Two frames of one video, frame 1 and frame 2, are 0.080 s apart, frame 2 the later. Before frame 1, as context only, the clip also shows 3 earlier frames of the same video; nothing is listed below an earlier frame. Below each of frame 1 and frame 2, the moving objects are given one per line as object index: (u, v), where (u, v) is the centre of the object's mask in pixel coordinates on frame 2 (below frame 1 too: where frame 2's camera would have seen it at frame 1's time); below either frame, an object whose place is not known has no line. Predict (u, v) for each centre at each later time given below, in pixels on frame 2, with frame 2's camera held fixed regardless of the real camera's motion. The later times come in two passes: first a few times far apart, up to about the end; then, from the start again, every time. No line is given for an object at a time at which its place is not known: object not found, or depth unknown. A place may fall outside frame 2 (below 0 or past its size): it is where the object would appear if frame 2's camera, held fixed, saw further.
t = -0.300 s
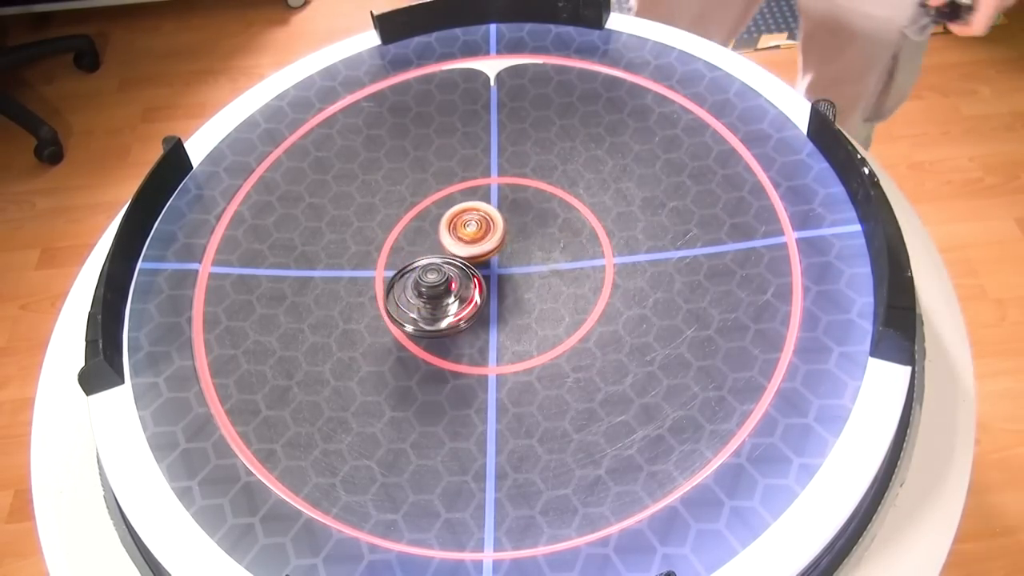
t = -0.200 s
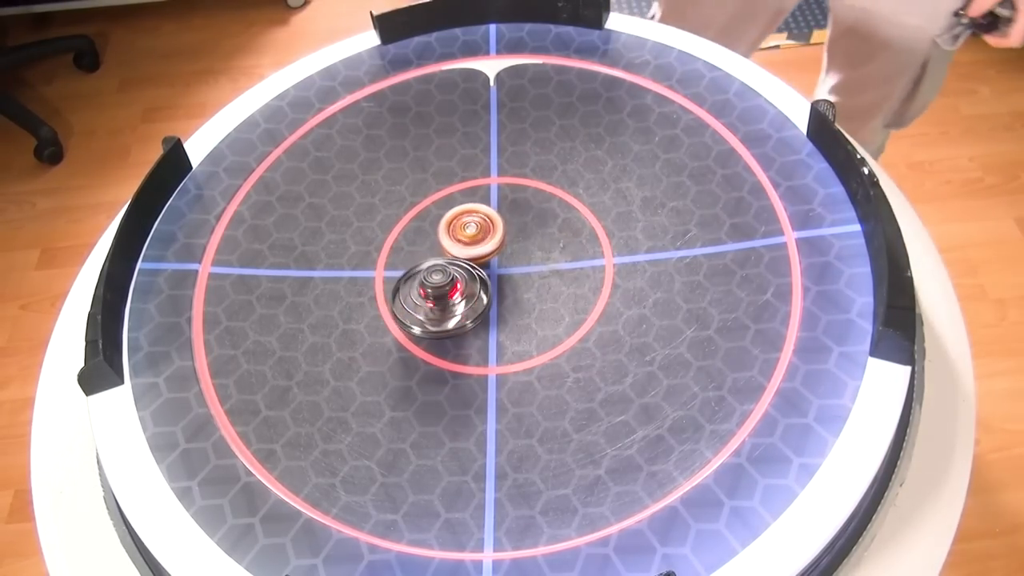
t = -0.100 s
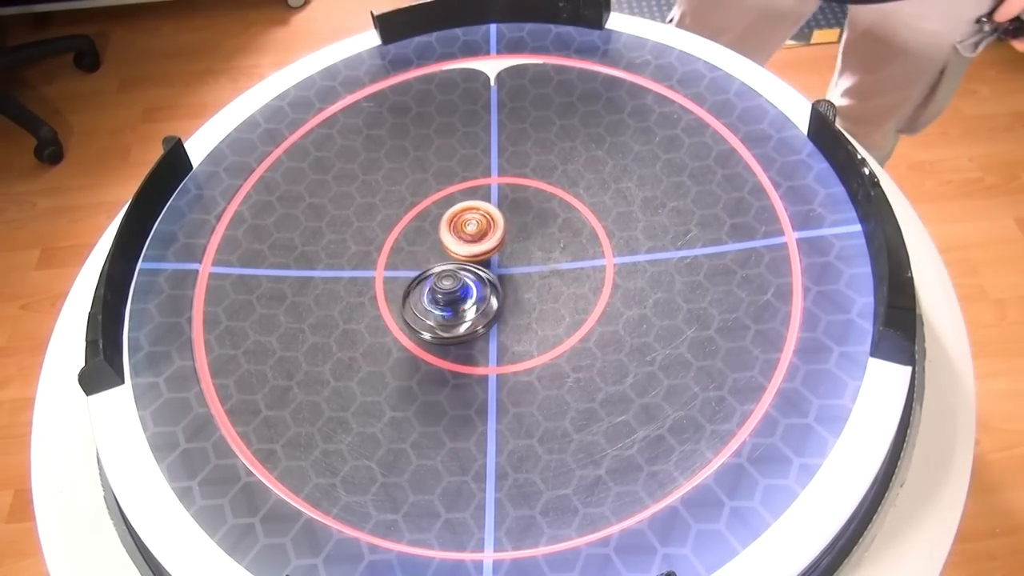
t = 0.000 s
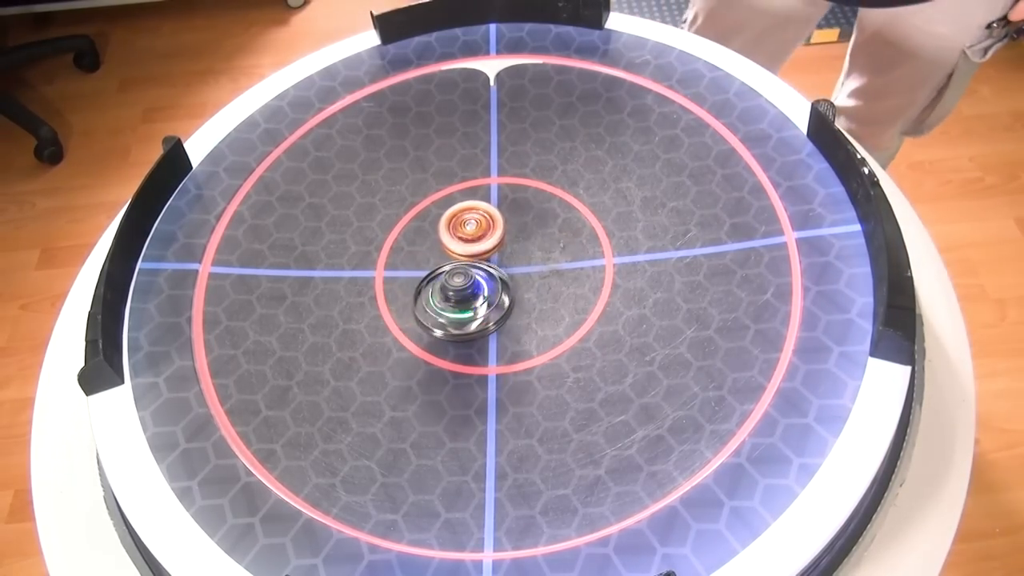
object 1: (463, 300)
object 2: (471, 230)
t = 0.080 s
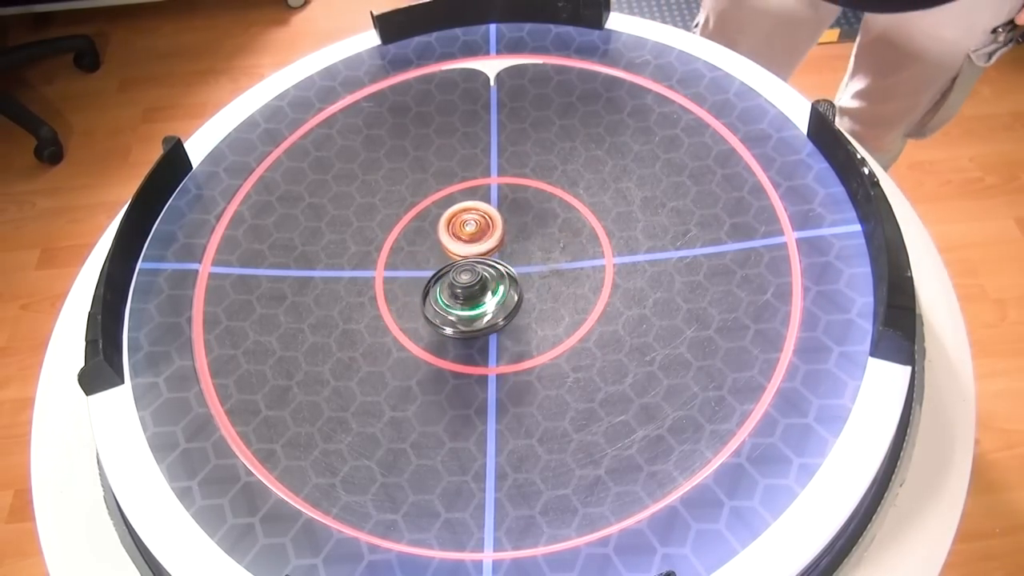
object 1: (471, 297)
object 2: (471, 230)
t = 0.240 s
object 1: (488, 295)
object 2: (468, 228)
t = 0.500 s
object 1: (508, 287)
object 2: (461, 231)
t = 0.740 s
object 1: (528, 274)
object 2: (451, 237)
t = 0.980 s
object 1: (538, 264)
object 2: (448, 251)
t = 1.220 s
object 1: (544, 260)
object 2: (454, 271)
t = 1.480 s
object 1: (564, 249)
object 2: (459, 282)
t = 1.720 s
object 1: (539, 241)
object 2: (463, 279)
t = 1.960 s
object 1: (515, 227)
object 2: (452, 278)
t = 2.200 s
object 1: (499, 210)
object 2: (438, 286)
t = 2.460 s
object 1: (476, 218)
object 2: (444, 288)
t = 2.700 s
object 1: (465, 218)
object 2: (458, 294)
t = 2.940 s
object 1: (459, 218)
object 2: (480, 286)
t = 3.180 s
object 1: (437, 208)
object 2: (497, 265)
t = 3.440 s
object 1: (421, 208)
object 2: (485, 249)
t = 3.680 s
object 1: (402, 213)
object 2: (475, 253)
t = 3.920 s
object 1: (406, 228)
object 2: (477, 265)
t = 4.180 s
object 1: (412, 252)
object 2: (503, 270)
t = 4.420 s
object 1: (430, 261)
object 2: (522, 253)
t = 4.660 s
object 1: (436, 277)
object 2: (517, 228)
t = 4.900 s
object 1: (453, 293)
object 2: (484, 222)
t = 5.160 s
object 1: (479, 299)
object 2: (452, 235)
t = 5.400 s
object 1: (509, 296)
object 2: (434, 246)
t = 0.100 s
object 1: (474, 298)
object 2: (470, 230)
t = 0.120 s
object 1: (476, 298)
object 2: (470, 229)
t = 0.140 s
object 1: (477, 297)
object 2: (470, 229)
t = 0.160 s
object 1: (479, 297)
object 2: (470, 229)
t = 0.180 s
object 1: (481, 296)
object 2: (470, 229)
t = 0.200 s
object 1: (483, 296)
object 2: (469, 229)
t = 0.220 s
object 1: (486, 296)
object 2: (469, 228)
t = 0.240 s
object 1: (488, 295)
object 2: (468, 228)
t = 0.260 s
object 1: (490, 294)
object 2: (468, 228)
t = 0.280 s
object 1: (492, 293)
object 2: (467, 228)
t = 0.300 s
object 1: (494, 292)
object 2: (467, 229)
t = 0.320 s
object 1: (495, 291)
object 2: (466, 229)
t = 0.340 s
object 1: (496, 290)
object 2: (466, 229)
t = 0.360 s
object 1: (498, 290)
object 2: (465, 229)
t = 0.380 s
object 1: (500, 289)
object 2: (465, 229)
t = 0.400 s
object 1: (502, 288)
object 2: (464, 229)
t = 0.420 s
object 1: (503, 288)
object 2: (463, 230)
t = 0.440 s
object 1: (504, 287)
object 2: (463, 230)
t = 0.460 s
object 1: (505, 286)
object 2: (462, 230)
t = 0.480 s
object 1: (507, 286)
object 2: (461, 231)
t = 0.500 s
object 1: (508, 287)
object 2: (461, 231)
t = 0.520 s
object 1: (510, 287)
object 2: (460, 231)
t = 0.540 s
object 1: (511, 286)
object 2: (459, 232)
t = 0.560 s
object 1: (512, 285)
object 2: (458, 232)
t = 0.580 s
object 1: (513, 284)
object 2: (458, 233)
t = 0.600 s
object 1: (514, 282)
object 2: (457, 233)
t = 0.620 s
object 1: (514, 281)
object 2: (456, 234)
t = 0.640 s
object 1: (516, 279)
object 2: (456, 234)
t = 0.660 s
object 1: (518, 278)
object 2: (455, 235)
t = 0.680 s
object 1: (521, 277)
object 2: (454, 236)
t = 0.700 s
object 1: (524, 276)
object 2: (453, 236)
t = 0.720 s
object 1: (526, 275)
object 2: (452, 237)
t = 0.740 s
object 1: (528, 274)
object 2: (451, 237)
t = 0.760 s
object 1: (529, 273)
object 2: (450, 238)
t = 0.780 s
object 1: (531, 272)
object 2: (450, 239)
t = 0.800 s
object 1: (531, 271)
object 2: (450, 239)
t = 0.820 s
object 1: (532, 270)
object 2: (449, 241)
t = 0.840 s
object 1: (532, 269)
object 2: (449, 242)
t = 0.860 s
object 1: (532, 268)
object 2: (449, 243)
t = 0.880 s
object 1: (532, 267)
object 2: (449, 244)
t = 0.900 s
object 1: (532, 266)
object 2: (450, 245)
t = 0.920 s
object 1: (531, 266)
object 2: (450, 247)
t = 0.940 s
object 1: (531, 265)
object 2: (450, 248)
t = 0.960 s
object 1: (534, 264)
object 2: (449, 249)
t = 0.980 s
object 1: (538, 264)
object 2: (448, 251)
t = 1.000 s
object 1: (541, 263)
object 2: (447, 253)
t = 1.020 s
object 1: (543, 262)
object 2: (446, 254)
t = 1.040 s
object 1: (545, 262)
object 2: (446, 256)
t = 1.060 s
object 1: (547, 262)
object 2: (445, 258)
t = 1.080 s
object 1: (547, 261)
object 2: (446, 260)
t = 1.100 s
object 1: (548, 261)
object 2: (446, 262)
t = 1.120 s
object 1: (548, 261)
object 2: (446, 263)
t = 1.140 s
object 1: (548, 260)
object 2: (447, 265)
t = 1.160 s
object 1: (548, 260)
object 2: (448, 267)
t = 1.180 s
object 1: (547, 261)
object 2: (450, 268)
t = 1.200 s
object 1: (545, 260)
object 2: (452, 270)
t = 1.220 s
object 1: (544, 260)
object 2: (454, 271)
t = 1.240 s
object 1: (542, 260)
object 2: (456, 272)
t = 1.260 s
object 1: (544, 260)
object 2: (457, 274)
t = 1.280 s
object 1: (549, 258)
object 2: (456, 275)
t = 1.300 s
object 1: (553, 256)
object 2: (456, 277)
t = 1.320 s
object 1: (556, 255)
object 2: (456, 278)
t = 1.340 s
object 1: (559, 254)
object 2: (456, 279)
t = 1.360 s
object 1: (561, 252)
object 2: (456, 279)
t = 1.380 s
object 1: (563, 252)
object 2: (456, 280)
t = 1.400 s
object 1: (564, 251)
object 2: (457, 281)
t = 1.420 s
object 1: (565, 250)
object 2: (458, 281)
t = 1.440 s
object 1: (565, 250)
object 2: (458, 282)
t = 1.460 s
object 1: (565, 249)
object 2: (459, 282)
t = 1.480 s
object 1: (564, 249)
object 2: (459, 282)
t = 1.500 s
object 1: (563, 248)
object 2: (460, 282)
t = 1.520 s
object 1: (561, 248)
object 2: (461, 282)
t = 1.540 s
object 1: (559, 248)
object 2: (462, 282)
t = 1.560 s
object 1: (557, 248)
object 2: (462, 282)
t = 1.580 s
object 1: (554, 248)
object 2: (463, 281)
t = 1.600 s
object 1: (551, 248)
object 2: (463, 280)
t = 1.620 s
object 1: (548, 249)
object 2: (464, 280)
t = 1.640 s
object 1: (545, 248)
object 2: (464, 280)
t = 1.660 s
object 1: (545, 246)
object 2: (464, 280)
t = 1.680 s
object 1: (544, 244)
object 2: (464, 280)
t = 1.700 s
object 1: (541, 243)
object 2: (463, 280)
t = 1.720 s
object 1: (539, 241)
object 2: (463, 279)
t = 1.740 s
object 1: (537, 239)
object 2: (461, 280)
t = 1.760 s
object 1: (536, 237)
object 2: (460, 280)
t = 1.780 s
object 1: (534, 236)
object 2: (459, 280)
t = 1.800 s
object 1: (533, 234)
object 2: (458, 280)
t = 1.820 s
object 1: (531, 233)
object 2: (458, 279)
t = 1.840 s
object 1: (528, 232)
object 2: (457, 279)
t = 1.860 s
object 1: (526, 230)
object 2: (456, 279)
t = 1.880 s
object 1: (524, 229)
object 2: (456, 279)
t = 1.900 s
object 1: (522, 228)
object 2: (455, 279)
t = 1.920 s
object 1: (519, 228)
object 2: (454, 279)
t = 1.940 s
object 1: (517, 227)
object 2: (454, 278)
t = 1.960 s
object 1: (515, 227)
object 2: (452, 278)
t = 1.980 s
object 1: (513, 225)
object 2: (452, 278)
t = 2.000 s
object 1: (513, 222)
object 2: (449, 279)
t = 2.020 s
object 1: (512, 219)
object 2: (447, 280)
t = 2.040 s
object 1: (512, 217)
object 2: (446, 280)
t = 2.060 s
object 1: (510, 215)
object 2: (444, 281)
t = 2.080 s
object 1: (509, 214)
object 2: (442, 282)
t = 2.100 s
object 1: (508, 213)
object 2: (441, 283)
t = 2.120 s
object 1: (506, 211)
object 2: (440, 284)
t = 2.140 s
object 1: (504, 211)
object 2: (440, 284)
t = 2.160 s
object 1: (502, 210)
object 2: (439, 285)
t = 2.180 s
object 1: (501, 210)
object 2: (438, 285)
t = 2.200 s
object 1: (499, 210)
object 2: (438, 286)
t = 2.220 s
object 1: (497, 210)
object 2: (438, 286)
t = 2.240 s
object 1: (496, 210)
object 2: (438, 286)
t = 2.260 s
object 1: (494, 212)
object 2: (438, 287)
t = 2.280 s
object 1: (491, 213)
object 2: (438, 287)
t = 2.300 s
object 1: (489, 214)
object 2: (438, 287)
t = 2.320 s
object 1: (487, 215)
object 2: (439, 287)
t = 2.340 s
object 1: (485, 217)
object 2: (439, 287)
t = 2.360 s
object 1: (483, 219)
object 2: (442, 286)
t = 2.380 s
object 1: (480, 220)
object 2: (442, 285)
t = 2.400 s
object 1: (479, 221)
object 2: (443, 285)
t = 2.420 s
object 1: (478, 220)
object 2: (443, 286)
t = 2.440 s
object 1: (477, 219)
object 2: (444, 288)
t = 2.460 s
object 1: (476, 218)
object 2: (444, 288)
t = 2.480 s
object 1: (475, 218)
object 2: (445, 289)
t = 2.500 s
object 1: (474, 218)
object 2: (446, 290)
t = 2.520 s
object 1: (473, 218)
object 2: (447, 290)
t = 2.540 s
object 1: (472, 219)
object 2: (448, 291)
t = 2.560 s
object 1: (471, 219)
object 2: (449, 291)
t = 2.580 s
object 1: (470, 220)
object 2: (450, 291)
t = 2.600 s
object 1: (469, 221)
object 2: (452, 291)
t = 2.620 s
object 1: (468, 221)
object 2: (453, 292)
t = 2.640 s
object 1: (467, 220)
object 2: (454, 293)
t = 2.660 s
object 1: (466, 219)
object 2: (455, 293)
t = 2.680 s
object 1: (465, 218)
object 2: (456, 293)
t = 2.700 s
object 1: (465, 218)
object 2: (458, 294)
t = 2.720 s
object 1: (464, 218)
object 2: (460, 294)
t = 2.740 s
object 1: (464, 218)
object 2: (461, 294)
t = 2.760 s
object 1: (464, 218)
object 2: (463, 294)
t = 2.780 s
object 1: (464, 218)
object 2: (465, 293)
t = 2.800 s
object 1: (464, 219)
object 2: (467, 292)
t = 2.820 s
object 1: (464, 220)
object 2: (469, 291)
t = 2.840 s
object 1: (464, 220)
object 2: (470, 290)
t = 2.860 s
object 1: (463, 220)
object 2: (472, 289)
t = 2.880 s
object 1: (462, 219)
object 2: (474, 289)
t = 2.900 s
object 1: (461, 218)
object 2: (476, 288)
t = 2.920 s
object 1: (460, 218)
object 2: (477, 287)
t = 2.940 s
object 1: (459, 218)
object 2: (480, 286)
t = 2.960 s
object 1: (457, 218)
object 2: (481, 284)
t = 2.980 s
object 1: (456, 218)
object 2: (483, 283)
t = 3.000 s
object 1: (455, 218)
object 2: (485, 281)
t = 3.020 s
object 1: (453, 217)
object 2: (486, 280)
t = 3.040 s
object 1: (451, 215)
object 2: (489, 278)
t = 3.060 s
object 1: (448, 214)
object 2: (491, 277)
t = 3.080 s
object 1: (446, 212)
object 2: (493, 275)
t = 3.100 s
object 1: (444, 210)
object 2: (494, 273)
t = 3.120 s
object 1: (442, 209)
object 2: (495, 271)
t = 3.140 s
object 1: (440, 209)
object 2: (496, 269)
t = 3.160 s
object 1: (438, 208)
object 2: (497, 267)
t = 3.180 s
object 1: (437, 208)
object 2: (497, 265)
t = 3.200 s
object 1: (436, 208)
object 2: (496, 263)
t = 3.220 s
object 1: (435, 208)
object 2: (496, 261)
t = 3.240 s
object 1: (435, 209)
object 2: (495, 258)
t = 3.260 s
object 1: (434, 209)
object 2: (494, 256)
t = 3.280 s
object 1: (433, 209)
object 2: (493, 255)
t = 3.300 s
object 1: (431, 208)
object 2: (492, 253)
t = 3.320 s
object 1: (429, 208)
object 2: (491, 252)
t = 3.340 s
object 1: (427, 207)
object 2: (491, 252)
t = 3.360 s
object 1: (425, 207)
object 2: (489, 251)
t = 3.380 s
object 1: (423, 207)
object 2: (489, 250)
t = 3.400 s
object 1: (422, 207)
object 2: (487, 250)
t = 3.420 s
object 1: (421, 208)
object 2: (486, 249)
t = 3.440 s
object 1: (421, 208)
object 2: (485, 249)
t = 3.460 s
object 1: (418, 208)
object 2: (484, 249)
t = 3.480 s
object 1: (415, 209)
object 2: (483, 249)
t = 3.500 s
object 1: (413, 209)
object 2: (482, 248)
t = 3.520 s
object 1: (411, 210)
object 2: (481, 248)
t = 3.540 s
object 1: (410, 210)
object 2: (480, 248)
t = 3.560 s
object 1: (409, 210)
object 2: (478, 248)
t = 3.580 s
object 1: (409, 211)
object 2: (477, 249)
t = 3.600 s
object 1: (408, 212)
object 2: (476, 249)
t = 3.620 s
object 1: (406, 212)
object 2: (476, 250)
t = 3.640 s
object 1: (404, 212)
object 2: (476, 251)
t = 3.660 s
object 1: (403, 212)
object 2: (475, 252)
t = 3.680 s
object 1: (402, 213)
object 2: (475, 253)
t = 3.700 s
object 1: (401, 214)
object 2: (475, 253)
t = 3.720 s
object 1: (401, 215)
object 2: (475, 254)
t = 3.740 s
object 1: (402, 215)
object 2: (475, 255)
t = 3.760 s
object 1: (402, 216)
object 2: (474, 257)
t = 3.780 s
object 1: (402, 217)
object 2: (474, 257)
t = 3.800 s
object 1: (402, 218)
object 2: (475, 259)
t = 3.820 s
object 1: (403, 219)
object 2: (475, 260)
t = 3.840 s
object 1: (404, 220)
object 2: (475, 261)
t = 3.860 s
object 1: (404, 222)
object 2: (475, 262)
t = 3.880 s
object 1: (405, 224)
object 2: (476, 263)
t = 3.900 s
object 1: (405, 226)
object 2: (477, 264)
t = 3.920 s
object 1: (406, 228)
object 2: (477, 265)
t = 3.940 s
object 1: (407, 230)
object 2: (478, 266)
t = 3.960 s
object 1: (406, 232)
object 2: (480, 267)
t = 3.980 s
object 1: (405, 234)
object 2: (482, 268)
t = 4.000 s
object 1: (404, 236)
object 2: (484, 269)
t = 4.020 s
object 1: (403, 237)
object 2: (486, 269)
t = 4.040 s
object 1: (403, 240)
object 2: (488, 270)
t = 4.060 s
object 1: (403, 242)
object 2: (490, 270)
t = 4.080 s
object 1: (403, 244)
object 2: (493, 271)
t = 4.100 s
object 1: (404, 246)
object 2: (495, 271)
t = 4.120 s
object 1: (405, 247)
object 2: (496, 271)
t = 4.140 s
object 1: (407, 249)
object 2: (499, 271)
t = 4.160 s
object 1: (409, 250)
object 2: (501, 271)
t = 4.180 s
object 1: (412, 252)
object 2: (503, 270)
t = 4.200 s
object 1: (415, 254)
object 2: (505, 269)
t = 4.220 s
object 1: (417, 256)
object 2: (507, 269)
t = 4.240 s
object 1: (420, 257)
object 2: (508, 268)
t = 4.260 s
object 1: (424, 258)
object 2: (509, 267)
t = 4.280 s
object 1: (426, 260)
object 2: (511, 266)
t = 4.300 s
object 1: (426, 260)
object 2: (513, 264)
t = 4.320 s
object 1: (425, 261)
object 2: (516, 262)
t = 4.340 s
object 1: (425, 261)
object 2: (518, 261)
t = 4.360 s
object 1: (425, 261)
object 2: (519, 259)
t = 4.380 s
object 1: (426, 261)
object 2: (521, 257)
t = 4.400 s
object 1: (428, 261)
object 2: (522, 255)
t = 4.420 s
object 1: (430, 261)
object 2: (522, 253)
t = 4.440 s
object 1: (432, 262)
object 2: (522, 251)
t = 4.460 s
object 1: (435, 263)
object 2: (522, 249)
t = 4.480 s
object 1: (438, 263)
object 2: (522, 247)
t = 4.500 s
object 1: (438, 264)
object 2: (522, 244)
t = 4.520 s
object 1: (436, 265)
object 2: (523, 242)
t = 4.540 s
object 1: (434, 269)
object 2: (523, 239)
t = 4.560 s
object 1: (433, 270)
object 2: (523, 237)
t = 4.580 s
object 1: (433, 272)
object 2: (523, 235)
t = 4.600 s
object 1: (433, 273)
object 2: (522, 233)
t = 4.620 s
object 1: (434, 274)
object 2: (521, 231)
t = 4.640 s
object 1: (435, 276)
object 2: (519, 229)
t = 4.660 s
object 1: (436, 277)
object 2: (517, 228)
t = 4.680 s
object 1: (438, 278)
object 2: (515, 226)
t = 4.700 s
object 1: (439, 278)
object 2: (512, 225)
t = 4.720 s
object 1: (441, 279)
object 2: (509, 225)
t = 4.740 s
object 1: (443, 279)
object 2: (506, 224)
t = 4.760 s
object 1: (446, 279)
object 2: (502, 224)
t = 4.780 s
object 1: (448, 280)
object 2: (499, 224)
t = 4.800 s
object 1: (449, 282)
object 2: (496, 224)
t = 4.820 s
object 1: (449, 285)
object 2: (495, 223)
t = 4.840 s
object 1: (449, 288)
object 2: (492, 223)
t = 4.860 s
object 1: (450, 290)
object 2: (490, 222)
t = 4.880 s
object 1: (451, 292)
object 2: (487, 222)
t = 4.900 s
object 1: (453, 293)
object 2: (484, 222)
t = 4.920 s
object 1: (454, 294)
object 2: (481, 223)
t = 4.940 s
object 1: (455, 295)
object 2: (478, 224)
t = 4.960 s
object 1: (457, 295)
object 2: (475, 224)
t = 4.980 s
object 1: (459, 295)
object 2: (472, 226)
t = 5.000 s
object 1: (461, 295)
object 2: (470, 227)
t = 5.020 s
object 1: (463, 295)
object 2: (468, 228)
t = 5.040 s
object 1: (465, 297)
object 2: (466, 229)
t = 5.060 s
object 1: (467, 298)
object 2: (463, 230)
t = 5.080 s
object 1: (469, 298)
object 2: (461, 231)
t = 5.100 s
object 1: (472, 298)
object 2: (459, 232)
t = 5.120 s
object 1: (474, 298)
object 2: (456, 233)
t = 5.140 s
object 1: (477, 298)
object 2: (455, 234)
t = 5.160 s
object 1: (479, 299)
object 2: (452, 235)
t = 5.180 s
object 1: (481, 299)
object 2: (451, 236)
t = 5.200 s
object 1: (483, 298)
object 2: (449, 237)
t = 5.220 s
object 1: (485, 298)
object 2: (447, 238)
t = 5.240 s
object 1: (487, 297)
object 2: (445, 239)
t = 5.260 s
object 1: (489, 296)
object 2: (445, 240)
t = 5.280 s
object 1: (490, 295)
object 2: (443, 241)
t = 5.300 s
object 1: (492, 294)
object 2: (442, 242)
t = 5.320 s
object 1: (496, 295)
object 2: (440, 243)
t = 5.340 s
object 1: (501, 296)
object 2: (438, 244)
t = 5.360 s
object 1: (504, 297)
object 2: (437, 244)
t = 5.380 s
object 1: (507, 296)
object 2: (436, 245)
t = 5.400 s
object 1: (509, 296)
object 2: (434, 246)
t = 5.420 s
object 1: (511, 295)
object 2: (433, 247)
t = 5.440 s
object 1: (513, 294)
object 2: (433, 247)
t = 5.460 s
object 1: (515, 293)
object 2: (432, 249)
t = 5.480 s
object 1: (516, 292)
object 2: (431, 250)
